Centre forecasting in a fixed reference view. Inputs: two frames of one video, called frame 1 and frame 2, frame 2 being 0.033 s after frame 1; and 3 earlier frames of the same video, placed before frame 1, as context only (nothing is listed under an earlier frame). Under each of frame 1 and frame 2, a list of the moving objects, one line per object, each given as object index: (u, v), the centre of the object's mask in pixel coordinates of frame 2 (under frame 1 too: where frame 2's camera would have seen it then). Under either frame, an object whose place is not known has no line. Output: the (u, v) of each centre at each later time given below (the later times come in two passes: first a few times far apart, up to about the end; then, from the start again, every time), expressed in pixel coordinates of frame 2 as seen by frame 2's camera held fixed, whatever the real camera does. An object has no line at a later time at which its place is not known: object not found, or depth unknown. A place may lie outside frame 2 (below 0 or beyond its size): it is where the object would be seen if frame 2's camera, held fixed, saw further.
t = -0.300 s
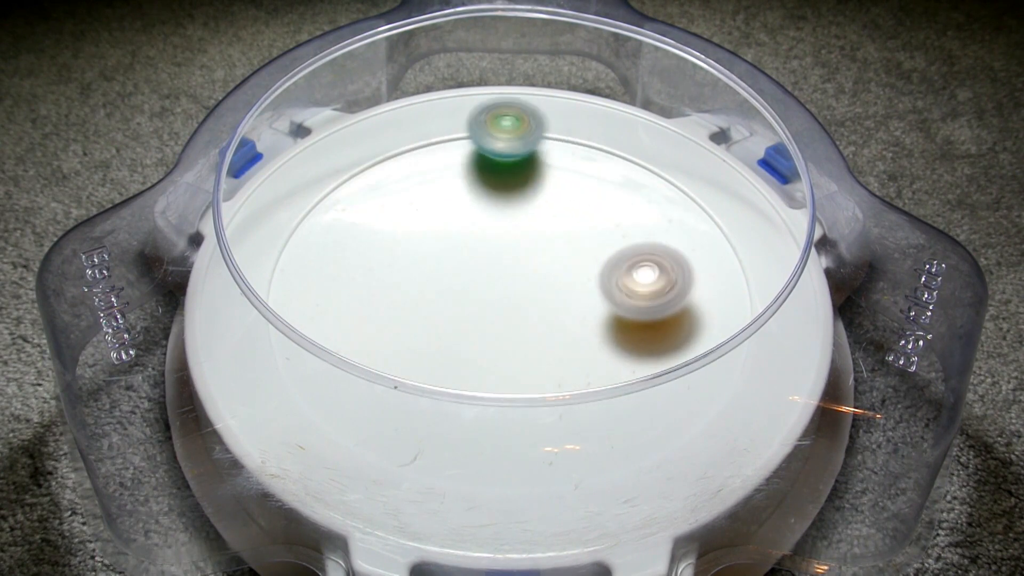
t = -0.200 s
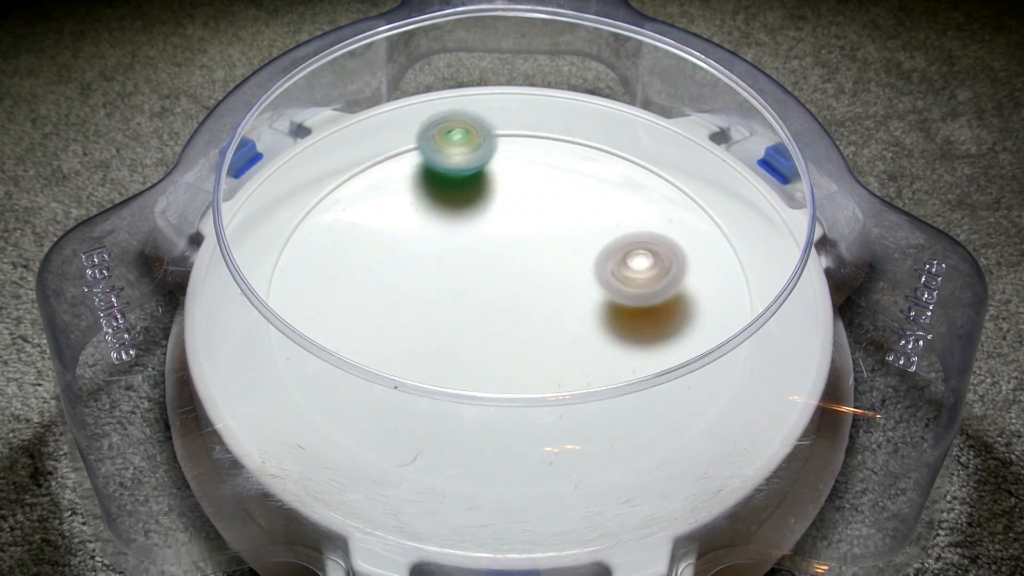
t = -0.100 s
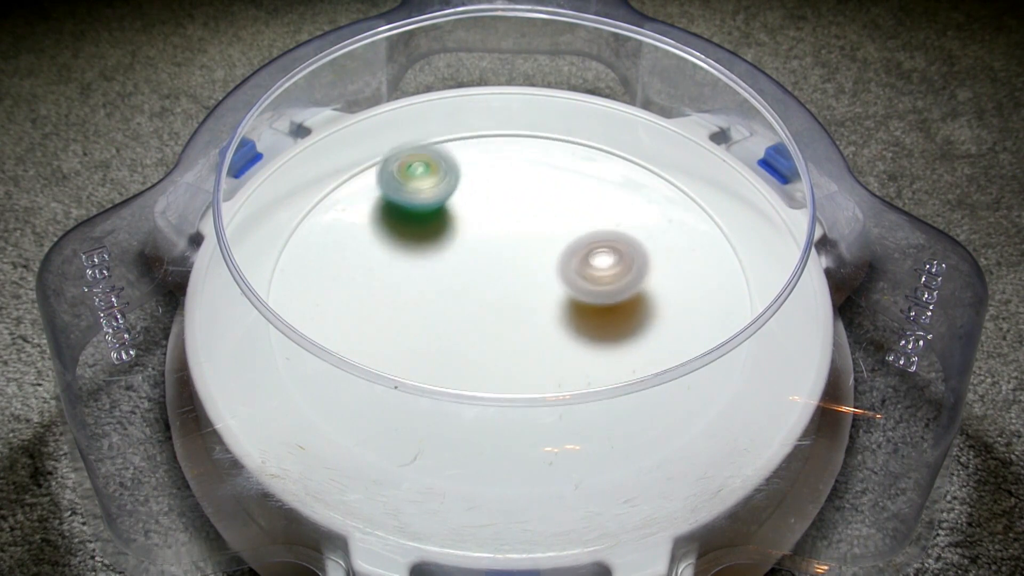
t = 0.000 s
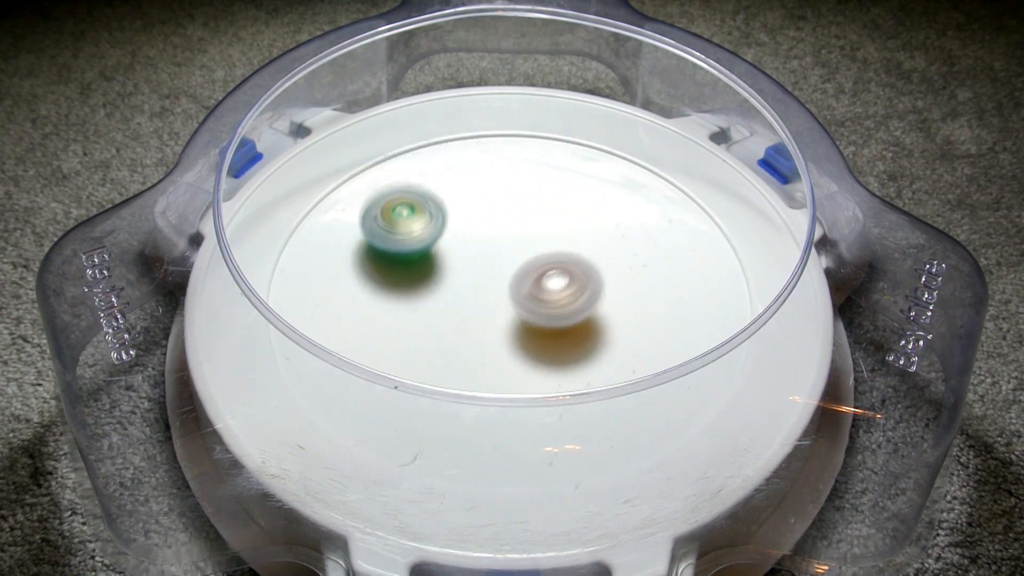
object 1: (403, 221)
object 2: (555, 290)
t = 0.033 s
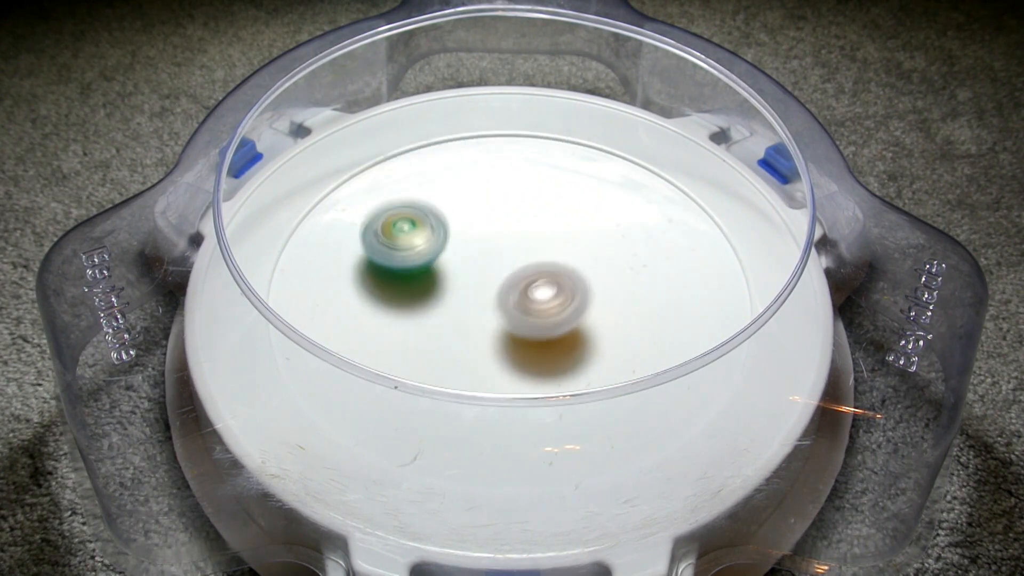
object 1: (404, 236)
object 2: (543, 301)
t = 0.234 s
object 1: (460, 305)
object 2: (529, 363)
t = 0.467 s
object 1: (545, 299)
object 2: (657, 366)
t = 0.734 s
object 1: (401, 199)
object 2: (724, 277)
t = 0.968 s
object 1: (295, 174)
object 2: (641, 228)
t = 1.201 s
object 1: (350, 242)
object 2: (440, 303)
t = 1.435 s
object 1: (378, 237)
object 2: (496, 438)
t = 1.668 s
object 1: (462, 242)
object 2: (567, 341)
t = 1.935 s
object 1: (517, 90)
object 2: (460, 384)
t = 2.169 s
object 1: (547, 103)
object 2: (501, 387)
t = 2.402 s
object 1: (568, 253)
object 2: (472, 279)
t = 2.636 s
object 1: (563, 420)
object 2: (391, 220)
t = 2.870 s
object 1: (550, 385)
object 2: (338, 241)
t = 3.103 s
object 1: (553, 228)
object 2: (474, 283)
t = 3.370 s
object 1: (579, 184)
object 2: (578, 269)
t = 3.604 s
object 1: (569, 155)
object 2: (618, 341)
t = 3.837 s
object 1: (524, 194)
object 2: (660, 365)
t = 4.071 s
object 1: (478, 244)
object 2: (575, 330)
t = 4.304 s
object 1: (428, 253)
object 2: (448, 329)
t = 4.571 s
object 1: (407, 252)
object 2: (368, 329)
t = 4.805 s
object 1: (435, 250)
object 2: (398, 319)
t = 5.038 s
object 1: (619, 124)
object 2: (424, 396)
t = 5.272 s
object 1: (673, 172)
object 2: (521, 309)
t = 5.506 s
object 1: (591, 303)
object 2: (487, 228)
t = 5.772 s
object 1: (409, 381)
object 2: (443, 187)
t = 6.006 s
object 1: (386, 340)
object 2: (460, 238)
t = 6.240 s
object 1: (458, 252)
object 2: (580, 280)
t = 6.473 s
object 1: (529, 213)
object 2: (661, 279)
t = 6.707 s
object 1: (569, 253)
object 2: (663, 279)
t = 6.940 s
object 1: (482, 259)
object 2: (621, 333)
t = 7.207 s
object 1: (448, 255)
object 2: (508, 347)
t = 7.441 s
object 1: (491, 246)
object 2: (416, 325)
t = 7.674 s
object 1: (519, 273)
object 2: (394, 275)
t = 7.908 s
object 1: (499, 288)
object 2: (437, 227)
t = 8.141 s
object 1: (498, 287)
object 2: (513, 209)
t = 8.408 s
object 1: (499, 295)
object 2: (586, 246)
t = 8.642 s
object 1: (501, 286)
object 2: (601, 304)
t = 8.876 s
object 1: (506, 280)
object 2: (559, 355)
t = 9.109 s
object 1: (518, 274)
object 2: (482, 351)
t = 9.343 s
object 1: (525, 276)
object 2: (430, 296)
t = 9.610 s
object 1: (538, 304)
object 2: (459, 235)
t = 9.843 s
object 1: (527, 310)
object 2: (525, 236)
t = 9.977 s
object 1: (496, 312)
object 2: (558, 243)
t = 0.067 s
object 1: (408, 250)
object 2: (533, 311)
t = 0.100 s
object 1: (415, 264)
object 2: (526, 323)
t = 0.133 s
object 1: (424, 276)
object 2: (522, 334)
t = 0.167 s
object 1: (434, 287)
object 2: (521, 346)
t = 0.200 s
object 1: (446, 297)
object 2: (523, 357)
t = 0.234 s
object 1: (460, 305)
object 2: (529, 363)
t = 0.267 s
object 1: (475, 312)
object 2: (538, 368)
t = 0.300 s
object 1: (490, 318)
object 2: (553, 381)
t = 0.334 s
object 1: (506, 321)
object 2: (571, 381)
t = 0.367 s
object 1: (522, 323)
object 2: (589, 381)
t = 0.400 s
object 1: (535, 320)
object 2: (609, 376)
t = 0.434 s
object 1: (540, 309)
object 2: (637, 375)
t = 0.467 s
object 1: (545, 299)
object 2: (657, 366)
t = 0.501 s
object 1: (548, 290)
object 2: (663, 343)
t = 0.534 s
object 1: (549, 283)
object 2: (670, 333)
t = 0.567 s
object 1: (549, 276)
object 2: (670, 318)
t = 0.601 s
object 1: (548, 272)
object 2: (659, 300)
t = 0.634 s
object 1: (546, 268)
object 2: (642, 284)
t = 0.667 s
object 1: (499, 248)
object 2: (673, 282)
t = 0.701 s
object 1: (446, 223)
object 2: (703, 280)
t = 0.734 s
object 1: (401, 199)
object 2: (724, 277)
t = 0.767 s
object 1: (363, 177)
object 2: (734, 271)
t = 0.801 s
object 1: (334, 158)
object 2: (736, 264)
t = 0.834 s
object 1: (315, 147)
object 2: (728, 256)
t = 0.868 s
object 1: (298, 152)
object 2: (713, 248)
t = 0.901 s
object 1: (294, 156)
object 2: (692, 239)
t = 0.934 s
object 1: (294, 165)
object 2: (667, 232)
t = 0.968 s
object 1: (295, 174)
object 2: (641, 228)
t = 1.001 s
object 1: (297, 184)
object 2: (609, 227)
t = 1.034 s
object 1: (302, 196)
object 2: (579, 230)
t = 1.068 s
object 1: (311, 212)
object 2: (545, 236)
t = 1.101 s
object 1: (322, 227)
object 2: (510, 246)
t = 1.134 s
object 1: (337, 242)
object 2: (477, 258)
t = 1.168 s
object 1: (353, 255)
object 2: (446, 273)
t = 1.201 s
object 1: (350, 242)
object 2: (440, 303)
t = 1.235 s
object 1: (344, 234)
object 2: (438, 336)
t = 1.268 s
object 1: (342, 243)
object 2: (439, 359)
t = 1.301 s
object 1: (345, 239)
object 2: (434, 398)
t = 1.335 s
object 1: (351, 237)
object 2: (436, 429)
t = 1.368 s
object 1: (359, 236)
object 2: (449, 445)
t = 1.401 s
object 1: (368, 236)
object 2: (470, 444)
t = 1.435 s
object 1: (378, 237)
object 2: (496, 438)
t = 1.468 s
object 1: (390, 238)
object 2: (521, 429)
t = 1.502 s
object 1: (402, 240)
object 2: (542, 421)
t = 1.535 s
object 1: (414, 241)
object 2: (558, 405)
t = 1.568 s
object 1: (427, 242)
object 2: (569, 389)
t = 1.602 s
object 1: (439, 243)
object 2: (574, 365)
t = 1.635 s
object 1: (451, 243)
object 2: (573, 356)
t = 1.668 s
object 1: (462, 242)
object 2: (567, 341)
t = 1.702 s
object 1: (474, 242)
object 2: (554, 326)
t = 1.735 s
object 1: (484, 240)
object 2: (538, 312)
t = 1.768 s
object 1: (495, 235)
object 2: (521, 306)
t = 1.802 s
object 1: (500, 198)
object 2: (509, 332)
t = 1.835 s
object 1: (505, 160)
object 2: (493, 352)
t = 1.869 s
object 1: (510, 128)
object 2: (480, 360)
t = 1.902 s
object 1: (513, 104)
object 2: (470, 366)
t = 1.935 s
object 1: (517, 90)
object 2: (460, 384)
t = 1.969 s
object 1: (521, 89)
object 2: (456, 391)
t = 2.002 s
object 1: (525, 84)
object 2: (459, 401)
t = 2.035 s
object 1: (530, 82)
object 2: (463, 407)
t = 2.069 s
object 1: (534, 84)
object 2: (472, 410)
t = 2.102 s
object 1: (538, 87)
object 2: (484, 408)
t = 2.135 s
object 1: (542, 93)
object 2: (493, 393)
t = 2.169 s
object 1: (547, 103)
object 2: (501, 387)
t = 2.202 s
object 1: (551, 115)
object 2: (505, 367)
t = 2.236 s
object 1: (556, 134)
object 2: (507, 358)
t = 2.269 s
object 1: (559, 153)
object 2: (504, 343)
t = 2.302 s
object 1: (562, 175)
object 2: (499, 326)
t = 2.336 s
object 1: (566, 199)
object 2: (492, 310)
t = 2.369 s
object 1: (568, 228)
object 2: (483, 294)
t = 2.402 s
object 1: (568, 253)
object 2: (472, 279)
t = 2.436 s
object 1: (569, 283)
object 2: (462, 266)
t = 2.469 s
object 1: (568, 312)
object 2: (449, 255)
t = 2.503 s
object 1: (567, 338)
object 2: (437, 245)
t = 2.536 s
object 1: (566, 353)
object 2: (426, 237)
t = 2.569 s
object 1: (565, 384)
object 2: (414, 231)
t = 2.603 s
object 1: (565, 405)
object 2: (401, 225)
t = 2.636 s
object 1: (563, 420)
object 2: (391, 220)
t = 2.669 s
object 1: (562, 438)
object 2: (378, 218)
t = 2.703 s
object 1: (560, 428)
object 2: (367, 216)
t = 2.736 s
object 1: (558, 441)
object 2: (358, 217)
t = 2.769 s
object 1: (555, 429)
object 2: (348, 219)
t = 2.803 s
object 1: (553, 420)
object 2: (341, 225)
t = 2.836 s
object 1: (552, 394)
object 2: (338, 232)
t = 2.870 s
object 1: (550, 385)
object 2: (338, 241)
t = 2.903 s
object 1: (550, 355)
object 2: (345, 253)
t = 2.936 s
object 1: (550, 338)
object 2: (358, 263)
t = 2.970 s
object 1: (550, 315)
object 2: (375, 272)
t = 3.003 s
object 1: (551, 289)
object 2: (398, 280)
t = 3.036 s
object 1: (551, 267)
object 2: (422, 283)
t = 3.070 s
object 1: (552, 246)
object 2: (447, 285)
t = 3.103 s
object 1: (553, 228)
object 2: (474, 283)
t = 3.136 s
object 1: (555, 213)
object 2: (496, 278)
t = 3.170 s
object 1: (557, 203)
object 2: (519, 272)
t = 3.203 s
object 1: (560, 196)
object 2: (537, 264)
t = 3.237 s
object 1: (565, 190)
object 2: (548, 262)
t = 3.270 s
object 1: (569, 188)
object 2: (560, 261)
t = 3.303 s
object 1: (574, 184)
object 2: (566, 266)
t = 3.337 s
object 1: (578, 183)
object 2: (573, 269)
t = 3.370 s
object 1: (579, 184)
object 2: (578, 269)
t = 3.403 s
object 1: (580, 189)
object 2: (587, 268)
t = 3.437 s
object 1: (579, 194)
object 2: (593, 265)
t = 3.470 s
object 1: (579, 192)
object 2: (601, 274)
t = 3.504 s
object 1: (578, 173)
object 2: (606, 297)
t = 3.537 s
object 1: (576, 161)
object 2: (610, 316)
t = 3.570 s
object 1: (573, 156)
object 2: (614, 332)
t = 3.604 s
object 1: (569, 155)
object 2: (618, 341)
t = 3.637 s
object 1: (563, 158)
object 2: (624, 346)
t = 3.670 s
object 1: (557, 161)
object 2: (628, 350)
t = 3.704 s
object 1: (550, 167)
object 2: (637, 359)
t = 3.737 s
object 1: (544, 173)
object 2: (645, 365)
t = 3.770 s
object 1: (537, 179)
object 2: (649, 365)
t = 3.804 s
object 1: (530, 186)
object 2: (657, 367)
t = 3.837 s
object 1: (524, 194)
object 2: (660, 365)
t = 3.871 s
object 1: (517, 202)
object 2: (660, 362)
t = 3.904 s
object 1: (511, 209)
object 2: (652, 348)
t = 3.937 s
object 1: (504, 217)
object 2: (645, 345)
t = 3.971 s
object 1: (498, 224)
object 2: (631, 344)
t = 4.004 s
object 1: (491, 231)
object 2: (617, 340)
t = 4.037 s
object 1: (485, 237)
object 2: (597, 334)
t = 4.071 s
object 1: (478, 244)
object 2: (575, 330)
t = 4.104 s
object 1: (472, 251)
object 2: (556, 325)
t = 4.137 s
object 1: (465, 257)
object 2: (536, 321)
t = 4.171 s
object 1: (458, 263)
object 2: (512, 318)
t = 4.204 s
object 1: (450, 261)
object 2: (495, 321)
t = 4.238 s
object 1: (442, 258)
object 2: (480, 325)
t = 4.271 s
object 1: (434, 255)
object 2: (463, 328)
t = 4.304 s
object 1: (428, 253)
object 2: (448, 329)
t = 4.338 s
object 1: (422, 253)
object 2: (435, 329)
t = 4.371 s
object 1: (418, 253)
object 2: (421, 330)
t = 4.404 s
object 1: (414, 253)
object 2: (408, 330)
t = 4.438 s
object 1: (410, 253)
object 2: (399, 330)
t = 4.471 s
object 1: (408, 252)
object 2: (389, 330)
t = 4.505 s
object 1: (406, 252)
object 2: (379, 330)
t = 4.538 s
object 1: (406, 252)
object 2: (373, 330)
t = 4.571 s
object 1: (407, 252)
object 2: (368, 329)
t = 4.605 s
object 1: (408, 250)
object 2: (366, 330)
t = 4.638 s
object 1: (410, 250)
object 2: (364, 329)
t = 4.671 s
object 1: (413, 250)
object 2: (367, 330)
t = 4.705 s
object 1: (417, 250)
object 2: (374, 329)
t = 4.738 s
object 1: (421, 250)
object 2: (382, 328)
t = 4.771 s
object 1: (427, 251)
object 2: (391, 322)
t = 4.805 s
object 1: (435, 250)
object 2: (398, 319)
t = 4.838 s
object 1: (472, 222)
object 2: (376, 341)
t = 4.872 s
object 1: (508, 189)
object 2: (350, 376)
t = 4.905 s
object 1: (538, 163)
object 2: (334, 401)
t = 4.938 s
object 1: (565, 143)
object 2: (342, 406)
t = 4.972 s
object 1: (588, 128)
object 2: (366, 411)
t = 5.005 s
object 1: (604, 124)
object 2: (397, 402)
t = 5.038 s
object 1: (619, 124)
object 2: (424, 396)
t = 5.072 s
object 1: (631, 125)
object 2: (450, 384)
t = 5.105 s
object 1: (643, 128)
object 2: (472, 367)
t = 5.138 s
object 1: (652, 134)
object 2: (490, 361)
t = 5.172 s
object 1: (660, 141)
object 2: (505, 351)
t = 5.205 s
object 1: (666, 149)
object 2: (514, 337)
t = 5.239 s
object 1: (671, 159)
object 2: (519, 323)
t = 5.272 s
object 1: (673, 172)
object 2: (521, 309)
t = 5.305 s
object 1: (671, 188)
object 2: (519, 295)
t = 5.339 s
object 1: (666, 204)
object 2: (516, 282)
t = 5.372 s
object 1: (657, 224)
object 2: (511, 269)
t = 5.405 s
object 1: (645, 243)
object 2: (506, 257)
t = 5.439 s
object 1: (630, 263)
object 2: (500, 247)
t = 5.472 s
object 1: (612, 283)
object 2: (494, 237)
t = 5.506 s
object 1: (591, 303)
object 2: (487, 228)
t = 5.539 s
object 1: (569, 322)
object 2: (482, 220)
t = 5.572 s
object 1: (545, 340)
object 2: (477, 212)
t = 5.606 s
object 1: (520, 353)
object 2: (472, 205)
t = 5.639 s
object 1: (497, 358)
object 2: (467, 199)
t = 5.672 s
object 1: (474, 363)
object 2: (461, 194)
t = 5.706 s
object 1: (449, 373)
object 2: (455, 189)
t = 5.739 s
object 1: (428, 379)
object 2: (449, 187)
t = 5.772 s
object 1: (409, 381)
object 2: (443, 187)
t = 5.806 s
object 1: (392, 389)
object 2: (439, 189)
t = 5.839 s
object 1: (381, 385)
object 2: (436, 193)
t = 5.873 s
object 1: (373, 383)
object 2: (436, 200)
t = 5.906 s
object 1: (373, 370)
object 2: (438, 208)
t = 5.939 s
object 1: (376, 360)
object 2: (443, 218)
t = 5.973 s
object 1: (381, 347)
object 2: (451, 228)
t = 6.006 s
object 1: (386, 340)
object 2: (460, 238)
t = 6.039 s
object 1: (395, 333)
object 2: (472, 246)
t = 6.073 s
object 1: (410, 315)
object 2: (483, 255)
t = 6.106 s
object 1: (424, 302)
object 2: (496, 263)
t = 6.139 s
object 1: (432, 288)
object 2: (516, 269)
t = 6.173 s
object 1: (440, 275)
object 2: (539, 275)
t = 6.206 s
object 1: (449, 261)
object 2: (560, 279)
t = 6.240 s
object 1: (458, 252)
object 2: (580, 280)
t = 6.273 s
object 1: (468, 241)
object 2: (596, 281)
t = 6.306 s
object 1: (478, 234)
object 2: (609, 282)
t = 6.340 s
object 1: (488, 224)
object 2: (621, 281)
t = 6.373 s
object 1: (499, 220)
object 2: (632, 281)
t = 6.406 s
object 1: (510, 217)
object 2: (643, 280)
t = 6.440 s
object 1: (521, 214)
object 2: (653, 279)
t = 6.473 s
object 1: (529, 213)
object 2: (661, 279)
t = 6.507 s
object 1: (538, 217)
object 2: (667, 278)
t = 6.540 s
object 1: (546, 218)
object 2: (673, 278)
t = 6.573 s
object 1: (552, 222)
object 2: (676, 277)
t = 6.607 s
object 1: (558, 230)
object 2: (677, 277)
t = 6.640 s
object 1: (562, 236)
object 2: (676, 277)
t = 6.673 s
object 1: (566, 245)
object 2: (671, 278)
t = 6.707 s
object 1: (569, 253)
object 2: (663, 279)
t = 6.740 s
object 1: (569, 259)
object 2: (653, 283)
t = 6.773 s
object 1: (560, 258)
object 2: (651, 291)
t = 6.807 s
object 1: (541, 259)
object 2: (651, 303)
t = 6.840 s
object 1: (524, 255)
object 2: (647, 311)
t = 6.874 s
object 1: (508, 257)
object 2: (641, 318)
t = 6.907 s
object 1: (494, 256)
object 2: (631, 326)
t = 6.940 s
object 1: (482, 259)
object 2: (621, 333)
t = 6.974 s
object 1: (472, 259)
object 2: (610, 338)
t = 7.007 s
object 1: (463, 260)
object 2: (599, 342)
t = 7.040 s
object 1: (455, 259)
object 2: (585, 346)
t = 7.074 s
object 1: (450, 259)
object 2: (570, 349)
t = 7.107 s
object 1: (447, 257)
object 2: (553, 351)
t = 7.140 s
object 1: (446, 255)
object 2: (537, 350)
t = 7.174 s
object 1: (446, 254)
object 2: (522, 349)
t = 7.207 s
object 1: (448, 255)
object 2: (508, 347)
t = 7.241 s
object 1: (449, 255)
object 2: (493, 344)
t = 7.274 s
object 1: (452, 256)
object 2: (477, 339)
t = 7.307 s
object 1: (455, 257)
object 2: (464, 334)
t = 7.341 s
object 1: (459, 257)
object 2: (453, 327)
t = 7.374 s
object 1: (469, 254)
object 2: (441, 328)
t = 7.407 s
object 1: (481, 251)
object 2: (429, 328)
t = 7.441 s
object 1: (491, 246)
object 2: (416, 325)
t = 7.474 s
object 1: (501, 246)
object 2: (409, 319)
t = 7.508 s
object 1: (508, 248)
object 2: (404, 313)
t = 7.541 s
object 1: (513, 253)
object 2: (399, 306)
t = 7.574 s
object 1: (516, 257)
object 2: (394, 297)
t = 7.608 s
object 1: (518, 261)
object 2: (391, 290)
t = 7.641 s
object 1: (519, 266)
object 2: (392, 283)
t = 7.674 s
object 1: (519, 273)
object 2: (394, 275)
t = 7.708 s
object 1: (519, 277)
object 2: (396, 266)
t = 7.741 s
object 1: (517, 282)
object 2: (398, 259)
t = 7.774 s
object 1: (513, 286)
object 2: (405, 253)
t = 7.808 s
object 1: (509, 288)
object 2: (413, 246)
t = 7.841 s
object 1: (505, 288)
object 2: (421, 239)
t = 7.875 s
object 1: (500, 288)
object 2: (427, 233)
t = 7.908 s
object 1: (499, 288)
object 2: (437, 227)
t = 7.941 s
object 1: (496, 287)
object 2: (447, 220)
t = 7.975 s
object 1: (494, 287)
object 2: (458, 215)
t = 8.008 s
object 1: (492, 287)
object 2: (467, 213)
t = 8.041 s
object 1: (491, 287)
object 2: (480, 211)
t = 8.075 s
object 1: (493, 286)
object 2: (493, 209)
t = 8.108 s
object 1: (496, 285)
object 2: (503, 208)
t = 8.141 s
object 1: (498, 287)
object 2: (513, 209)
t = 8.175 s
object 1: (500, 291)
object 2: (526, 212)
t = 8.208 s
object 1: (500, 293)
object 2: (537, 214)
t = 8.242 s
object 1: (500, 293)
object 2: (546, 215)
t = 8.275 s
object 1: (501, 293)
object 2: (555, 221)
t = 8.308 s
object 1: (502, 293)
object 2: (566, 227)
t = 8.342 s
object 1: (501, 294)
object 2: (575, 232)
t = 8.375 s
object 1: (499, 295)
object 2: (580, 238)
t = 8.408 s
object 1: (499, 295)
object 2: (586, 246)
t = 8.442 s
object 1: (500, 295)
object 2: (593, 252)
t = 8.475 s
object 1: (501, 294)
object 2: (597, 259)
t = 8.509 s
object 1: (503, 293)
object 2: (598, 268)
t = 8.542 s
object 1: (504, 291)
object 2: (601, 278)
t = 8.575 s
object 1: (503, 289)
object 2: (602, 285)
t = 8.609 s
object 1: (502, 288)
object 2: (601, 294)
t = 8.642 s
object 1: (501, 286)
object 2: (601, 304)
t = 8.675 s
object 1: (501, 287)
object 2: (601, 311)
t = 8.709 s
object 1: (503, 289)
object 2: (596, 319)
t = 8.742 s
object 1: (503, 291)
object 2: (587, 328)
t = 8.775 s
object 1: (503, 290)
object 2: (582, 334)
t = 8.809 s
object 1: (501, 285)
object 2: (578, 342)
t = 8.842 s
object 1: (502, 283)
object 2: (568, 350)
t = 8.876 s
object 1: (506, 280)
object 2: (559, 355)
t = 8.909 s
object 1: (511, 277)
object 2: (550, 358)
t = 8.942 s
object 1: (515, 275)
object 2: (537, 361)
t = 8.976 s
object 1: (516, 274)
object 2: (526, 361)
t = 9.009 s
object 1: (517, 275)
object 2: (516, 360)
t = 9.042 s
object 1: (518, 275)
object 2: (502, 359)
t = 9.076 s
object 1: (518, 275)
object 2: (491, 355)
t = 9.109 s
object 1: (518, 274)
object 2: (482, 351)
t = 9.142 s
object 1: (518, 275)
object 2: (470, 344)
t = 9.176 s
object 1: (518, 275)
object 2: (462, 337)
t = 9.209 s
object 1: (518, 277)
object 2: (457, 330)
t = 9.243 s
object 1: (518, 277)
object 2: (446, 321)
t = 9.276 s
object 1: (521, 277)
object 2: (439, 313)
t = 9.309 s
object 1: (523, 276)
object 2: (435, 306)
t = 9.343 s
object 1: (525, 276)
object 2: (430, 296)
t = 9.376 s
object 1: (525, 276)
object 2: (431, 288)
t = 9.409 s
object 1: (524, 279)
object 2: (434, 279)
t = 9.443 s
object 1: (524, 282)
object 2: (433, 271)
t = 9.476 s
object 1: (523, 287)
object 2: (438, 265)
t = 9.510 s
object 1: (528, 295)
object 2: (441, 255)
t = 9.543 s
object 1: (531, 298)
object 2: (444, 247)
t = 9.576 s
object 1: (534, 302)
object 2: (452, 243)
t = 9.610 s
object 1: (538, 304)
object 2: (459, 235)
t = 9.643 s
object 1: (540, 307)
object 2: (467, 234)
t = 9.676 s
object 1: (540, 309)
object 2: (479, 232)
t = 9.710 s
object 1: (539, 311)
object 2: (485, 229)
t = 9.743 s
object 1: (537, 313)
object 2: (496, 232)
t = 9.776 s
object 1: (535, 312)
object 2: (507, 231)
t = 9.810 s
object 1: (531, 310)
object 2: (513, 235)
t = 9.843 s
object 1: (527, 310)
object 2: (525, 236)
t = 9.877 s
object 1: (519, 313)
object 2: (534, 232)
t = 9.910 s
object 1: (515, 309)
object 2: (544, 236)
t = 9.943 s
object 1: (505, 309)
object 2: (553, 236)
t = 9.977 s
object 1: (496, 312)
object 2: (558, 243)
